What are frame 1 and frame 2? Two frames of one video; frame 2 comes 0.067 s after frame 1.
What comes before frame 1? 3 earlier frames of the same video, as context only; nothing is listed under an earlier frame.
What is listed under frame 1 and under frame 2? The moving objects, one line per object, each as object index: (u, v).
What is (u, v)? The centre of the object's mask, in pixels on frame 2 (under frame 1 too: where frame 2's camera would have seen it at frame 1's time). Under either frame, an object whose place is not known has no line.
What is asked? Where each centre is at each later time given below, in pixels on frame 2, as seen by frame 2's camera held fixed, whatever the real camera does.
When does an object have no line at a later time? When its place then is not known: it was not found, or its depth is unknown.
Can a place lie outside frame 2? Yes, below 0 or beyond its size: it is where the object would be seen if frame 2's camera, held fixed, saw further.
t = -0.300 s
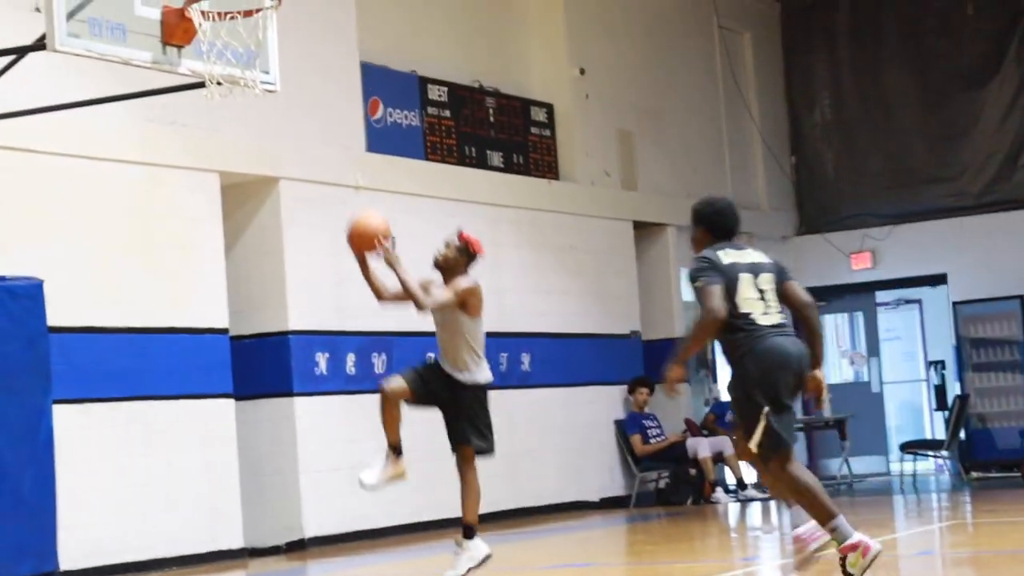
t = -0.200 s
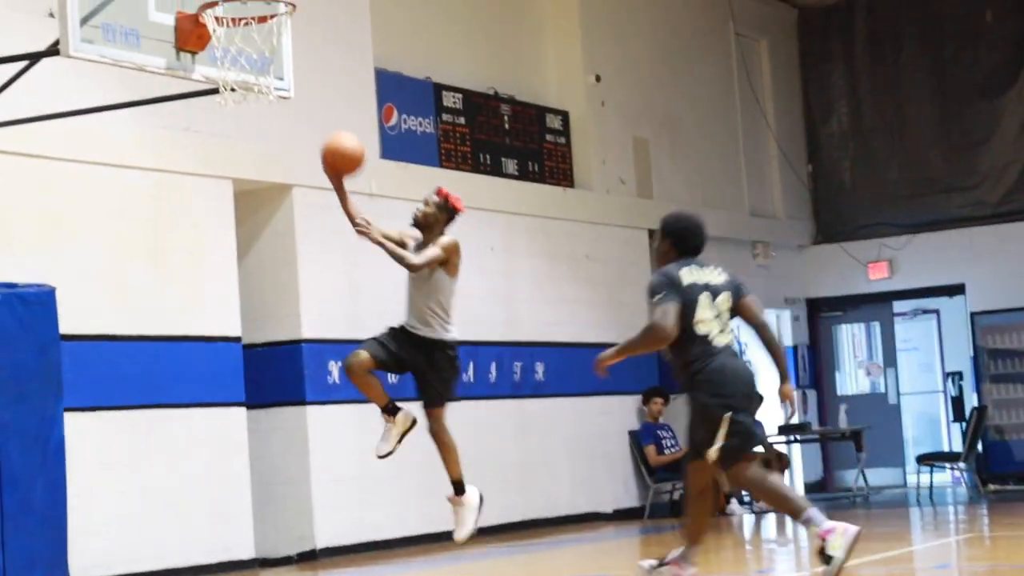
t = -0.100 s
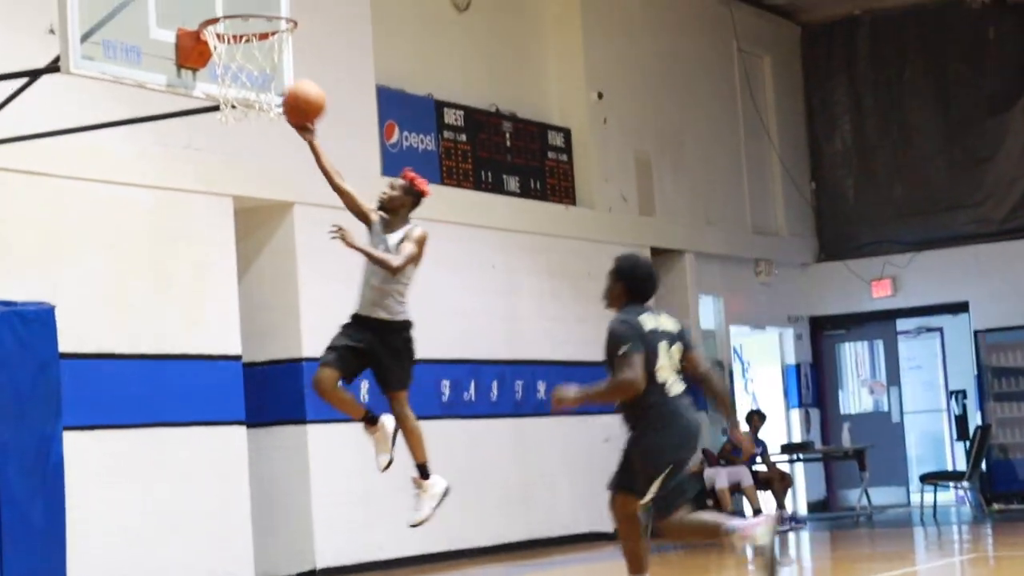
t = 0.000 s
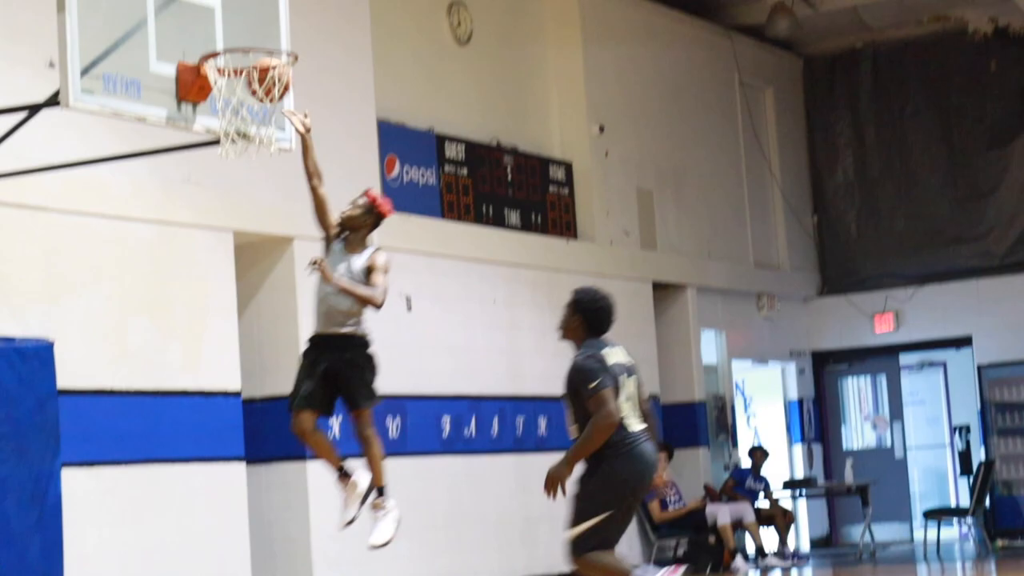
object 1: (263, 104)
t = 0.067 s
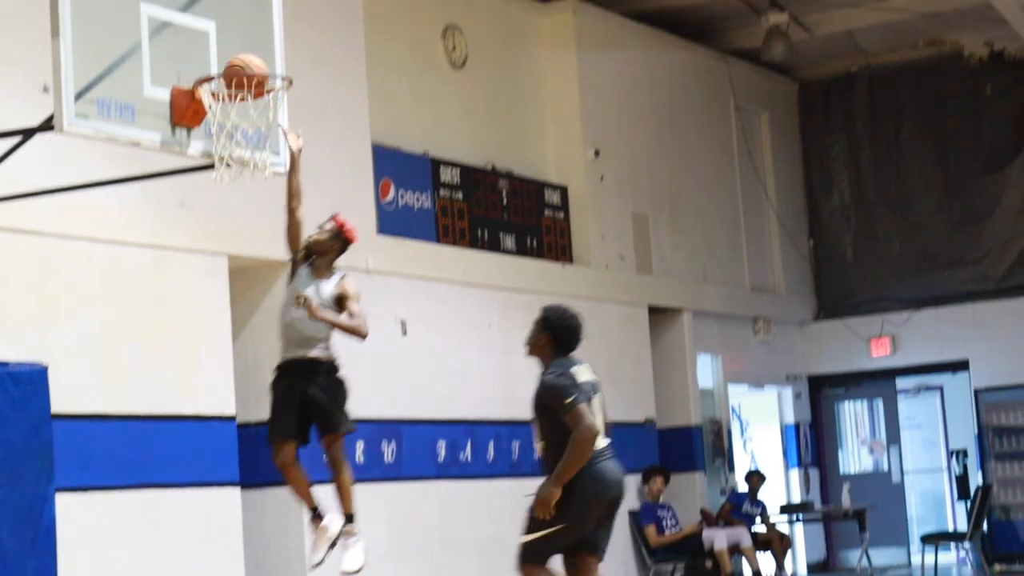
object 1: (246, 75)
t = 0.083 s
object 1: (246, 70)
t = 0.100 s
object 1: (247, 66)
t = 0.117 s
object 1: (248, 61)
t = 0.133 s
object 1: (249, 54)
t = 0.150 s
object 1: (250, 52)
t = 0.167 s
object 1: (250, 50)
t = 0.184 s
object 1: (251, 48)
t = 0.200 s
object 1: (252, 47)
